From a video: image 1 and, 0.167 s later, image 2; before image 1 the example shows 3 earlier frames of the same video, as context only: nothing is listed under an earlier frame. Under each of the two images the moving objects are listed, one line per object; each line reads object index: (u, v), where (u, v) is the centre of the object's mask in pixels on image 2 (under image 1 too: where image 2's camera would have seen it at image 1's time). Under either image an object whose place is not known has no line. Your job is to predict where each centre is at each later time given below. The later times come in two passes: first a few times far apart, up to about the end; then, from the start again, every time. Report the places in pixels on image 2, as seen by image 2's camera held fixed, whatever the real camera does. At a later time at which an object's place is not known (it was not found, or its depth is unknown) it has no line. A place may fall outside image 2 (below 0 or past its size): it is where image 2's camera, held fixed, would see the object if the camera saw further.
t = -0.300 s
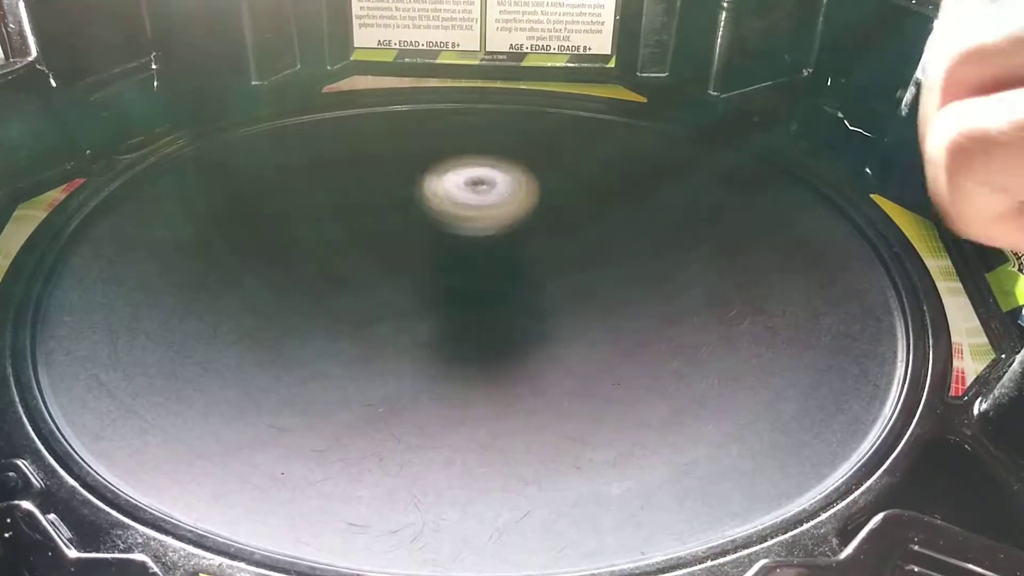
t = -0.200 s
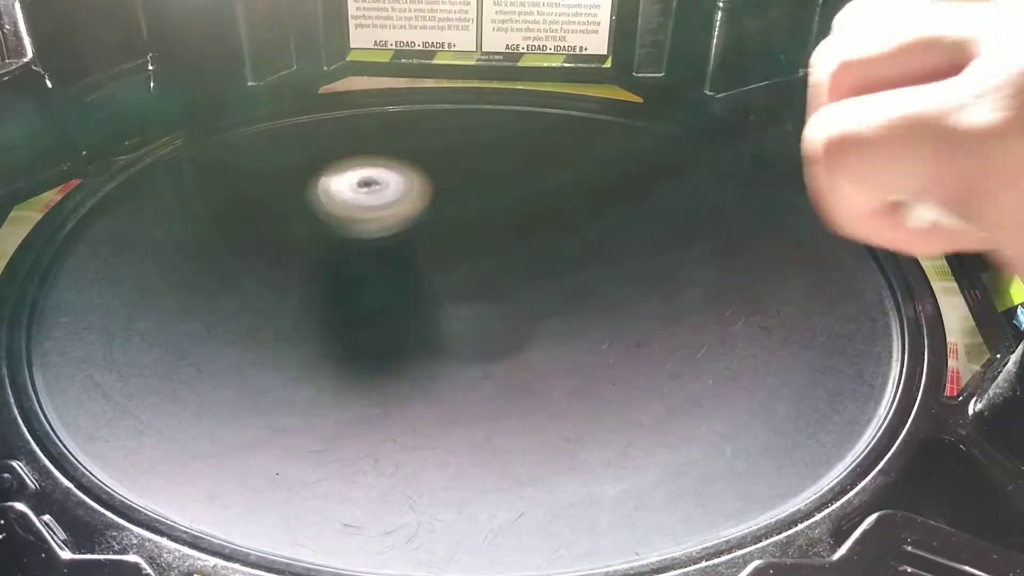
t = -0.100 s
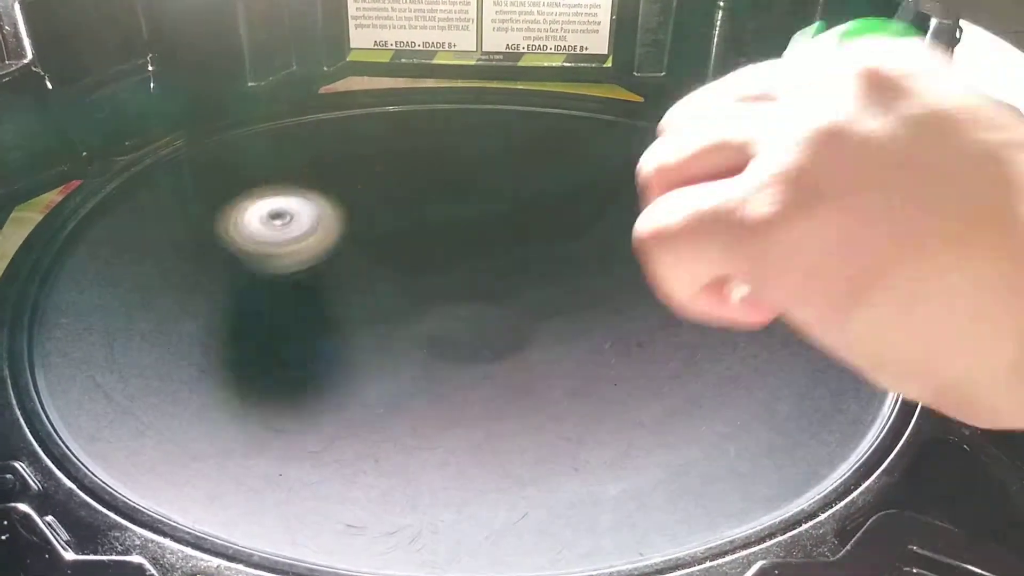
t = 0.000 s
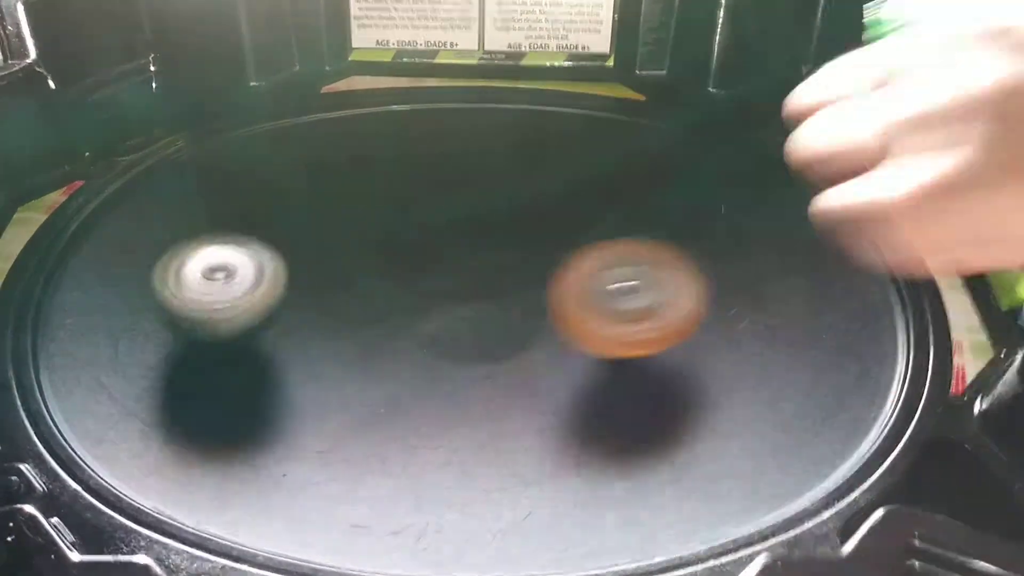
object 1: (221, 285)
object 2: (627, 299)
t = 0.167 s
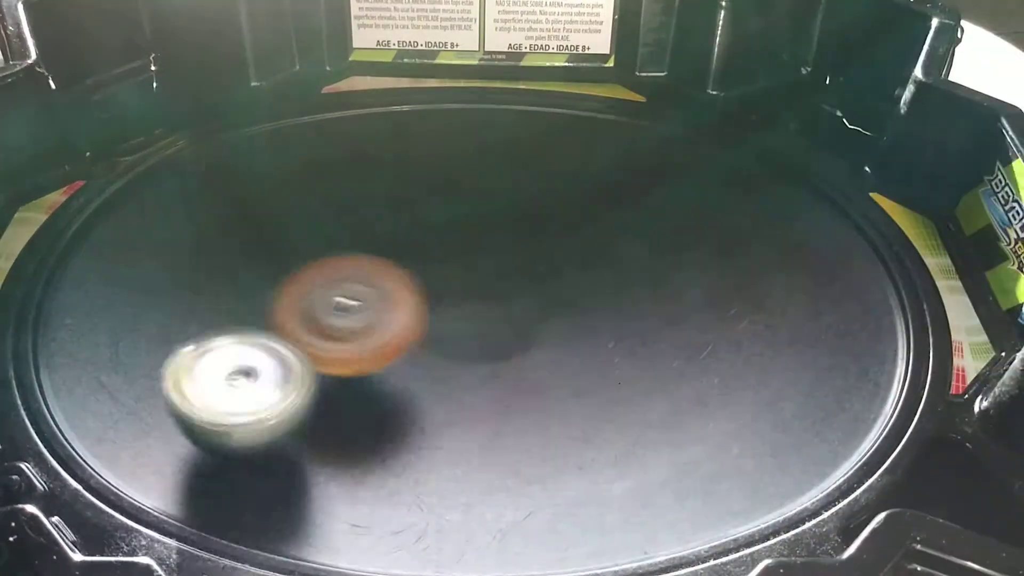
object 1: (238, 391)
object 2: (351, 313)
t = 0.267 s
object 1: (321, 460)
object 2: (270, 232)
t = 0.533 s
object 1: (642, 375)
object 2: (462, 105)
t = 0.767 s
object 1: (555, 323)
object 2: (749, 189)
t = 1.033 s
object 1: (455, 386)
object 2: (589, 480)
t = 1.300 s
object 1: (293, 390)
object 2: (107, 400)
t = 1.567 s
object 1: (334, 417)
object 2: (199, 154)
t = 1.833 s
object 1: (355, 295)
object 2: (621, 161)
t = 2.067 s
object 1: (263, 260)
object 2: (801, 399)
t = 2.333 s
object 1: (248, 280)
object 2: (323, 485)
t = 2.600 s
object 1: (378, 265)
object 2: (190, 245)
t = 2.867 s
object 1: (464, 236)
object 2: (488, 95)
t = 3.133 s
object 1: (531, 232)
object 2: (809, 181)
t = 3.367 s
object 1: (566, 248)
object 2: (738, 409)
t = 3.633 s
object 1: (604, 277)
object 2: (241, 416)
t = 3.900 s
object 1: (627, 305)
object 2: (145, 191)
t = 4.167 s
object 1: (618, 334)
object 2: (407, 108)
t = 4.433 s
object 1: (561, 358)
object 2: (674, 246)
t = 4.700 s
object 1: (492, 365)
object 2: (551, 469)
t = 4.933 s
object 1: (438, 368)
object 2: (213, 456)
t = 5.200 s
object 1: (373, 343)
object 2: (172, 270)
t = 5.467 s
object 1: (330, 317)
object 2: (436, 173)
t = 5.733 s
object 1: (317, 295)
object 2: (712, 234)
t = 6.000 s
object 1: (361, 275)
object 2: (720, 400)
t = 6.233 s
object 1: (402, 252)
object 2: (444, 430)
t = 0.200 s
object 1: (258, 418)
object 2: (312, 291)
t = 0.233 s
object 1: (284, 441)
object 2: (286, 263)
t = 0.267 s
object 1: (321, 460)
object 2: (270, 232)
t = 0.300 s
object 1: (363, 471)
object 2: (265, 205)
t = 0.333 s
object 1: (412, 476)
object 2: (270, 177)
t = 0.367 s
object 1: (462, 473)
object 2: (285, 154)
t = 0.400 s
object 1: (511, 462)
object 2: (307, 134)
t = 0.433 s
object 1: (556, 447)
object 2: (337, 118)
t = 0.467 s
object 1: (592, 427)
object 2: (373, 108)
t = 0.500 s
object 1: (622, 404)
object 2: (416, 104)
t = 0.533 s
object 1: (642, 375)
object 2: (462, 105)
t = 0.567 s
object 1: (650, 348)
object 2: (509, 113)
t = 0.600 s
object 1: (650, 318)
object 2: (561, 129)
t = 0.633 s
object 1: (644, 289)
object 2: (611, 151)
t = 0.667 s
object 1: (628, 273)
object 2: (656, 176)
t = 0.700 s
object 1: (607, 294)
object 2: (693, 173)
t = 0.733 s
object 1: (581, 311)
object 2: (724, 177)
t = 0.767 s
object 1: (555, 323)
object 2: (749, 189)
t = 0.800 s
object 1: (532, 334)
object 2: (768, 212)
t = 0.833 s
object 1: (514, 344)
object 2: (778, 243)
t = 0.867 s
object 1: (501, 354)
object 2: (778, 282)
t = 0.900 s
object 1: (492, 364)
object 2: (763, 323)
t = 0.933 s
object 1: (489, 374)
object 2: (730, 366)
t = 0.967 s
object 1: (490, 386)
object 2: (679, 405)
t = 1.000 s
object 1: (485, 390)
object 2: (623, 442)
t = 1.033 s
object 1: (455, 386)
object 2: (589, 480)
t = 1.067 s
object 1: (427, 382)
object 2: (541, 503)
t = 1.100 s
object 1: (402, 379)
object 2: (480, 504)
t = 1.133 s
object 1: (380, 375)
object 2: (415, 502)
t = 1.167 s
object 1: (361, 371)
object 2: (343, 495)
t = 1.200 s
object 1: (345, 370)
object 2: (279, 480)
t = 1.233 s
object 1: (329, 375)
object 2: (211, 460)
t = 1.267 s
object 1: (309, 383)
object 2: (152, 432)
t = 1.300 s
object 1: (293, 390)
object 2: (107, 400)
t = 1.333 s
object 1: (280, 397)
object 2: (82, 366)
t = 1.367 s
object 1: (273, 405)
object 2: (71, 329)
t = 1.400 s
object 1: (270, 412)
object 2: (70, 294)
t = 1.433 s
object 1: (273, 419)
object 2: (79, 262)
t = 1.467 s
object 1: (281, 423)
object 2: (97, 228)
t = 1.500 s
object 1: (296, 424)
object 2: (121, 198)
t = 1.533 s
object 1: (314, 422)
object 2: (158, 173)
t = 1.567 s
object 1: (334, 417)
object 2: (199, 154)
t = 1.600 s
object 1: (351, 407)
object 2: (244, 138)
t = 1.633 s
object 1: (364, 393)
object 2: (293, 128)
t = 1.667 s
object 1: (373, 378)
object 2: (346, 125)
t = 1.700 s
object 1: (378, 362)
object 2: (403, 124)
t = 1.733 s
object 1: (378, 345)
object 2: (458, 127)
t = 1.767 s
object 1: (374, 326)
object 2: (513, 132)
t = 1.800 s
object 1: (366, 310)
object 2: (567, 144)
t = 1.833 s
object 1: (355, 295)
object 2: (621, 161)
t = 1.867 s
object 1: (343, 281)
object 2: (671, 182)
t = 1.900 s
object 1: (329, 272)
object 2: (716, 208)
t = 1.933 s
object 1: (314, 265)
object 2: (755, 240)
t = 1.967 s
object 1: (300, 259)
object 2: (786, 276)
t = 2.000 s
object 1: (287, 259)
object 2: (805, 315)
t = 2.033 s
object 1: (274, 258)
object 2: (810, 357)
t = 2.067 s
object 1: (263, 260)
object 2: (801, 399)
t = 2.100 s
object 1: (253, 262)
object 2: (778, 441)
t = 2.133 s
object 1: (244, 264)
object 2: (731, 467)
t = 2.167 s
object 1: (238, 267)
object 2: (665, 487)
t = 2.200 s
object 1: (232, 270)
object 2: (597, 498)
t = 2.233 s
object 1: (230, 272)
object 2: (525, 503)
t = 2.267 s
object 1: (232, 276)
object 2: (456, 504)
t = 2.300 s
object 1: (238, 277)
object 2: (384, 499)
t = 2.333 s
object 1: (248, 280)
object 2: (323, 485)
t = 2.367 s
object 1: (263, 283)
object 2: (270, 466)
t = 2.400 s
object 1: (279, 285)
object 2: (225, 439)
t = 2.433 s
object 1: (297, 285)
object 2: (192, 409)
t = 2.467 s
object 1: (315, 283)
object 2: (169, 375)
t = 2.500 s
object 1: (333, 281)
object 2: (159, 342)
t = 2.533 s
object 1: (349, 277)
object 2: (161, 309)
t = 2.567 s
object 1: (363, 272)
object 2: (171, 276)
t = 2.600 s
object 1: (378, 265)
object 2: (190, 245)
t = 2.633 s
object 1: (390, 256)
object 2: (217, 217)
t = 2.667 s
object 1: (401, 244)
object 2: (250, 191)
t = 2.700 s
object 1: (409, 233)
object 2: (288, 171)
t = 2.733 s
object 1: (414, 224)
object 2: (329, 153)
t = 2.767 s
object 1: (427, 227)
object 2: (366, 132)
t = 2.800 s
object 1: (441, 232)
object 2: (401, 113)
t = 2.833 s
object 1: (453, 235)
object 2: (444, 100)
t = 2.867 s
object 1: (464, 236)
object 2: (488, 95)
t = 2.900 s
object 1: (473, 237)
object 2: (534, 92)
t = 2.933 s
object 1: (480, 236)
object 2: (581, 93)
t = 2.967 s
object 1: (489, 234)
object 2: (628, 95)
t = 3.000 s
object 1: (499, 232)
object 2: (672, 105)
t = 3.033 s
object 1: (510, 230)
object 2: (715, 118)
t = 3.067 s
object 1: (518, 230)
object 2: (752, 135)
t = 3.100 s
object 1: (526, 231)
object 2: (783, 156)
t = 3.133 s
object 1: (531, 232)
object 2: (809, 181)
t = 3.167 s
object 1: (537, 233)
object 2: (828, 209)
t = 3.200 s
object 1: (541, 234)
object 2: (839, 242)
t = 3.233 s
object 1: (546, 235)
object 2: (841, 276)
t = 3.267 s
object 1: (551, 238)
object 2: (832, 310)
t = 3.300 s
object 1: (556, 241)
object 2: (812, 346)
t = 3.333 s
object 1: (562, 245)
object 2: (781, 378)
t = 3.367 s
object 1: (566, 248)
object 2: (738, 409)
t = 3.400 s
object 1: (571, 252)
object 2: (685, 433)
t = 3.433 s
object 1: (576, 255)
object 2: (624, 452)
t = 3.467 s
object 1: (583, 259)
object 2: (560, 463)
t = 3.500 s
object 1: (587, 264)
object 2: (488, 466)
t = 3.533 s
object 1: (592, 267)
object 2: (418, 463)
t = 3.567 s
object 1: (596, 271)
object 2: (353, 455)
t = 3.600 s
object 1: (600, 273)
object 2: (294, 438)
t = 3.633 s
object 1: (604, 277)
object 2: (241, 416)
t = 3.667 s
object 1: (608, 280)
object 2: (200, 393)
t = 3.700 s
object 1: (611, 284)
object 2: (163, 362)
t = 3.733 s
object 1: (615, 286)
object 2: (141, 333)
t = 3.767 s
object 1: (618, 291)
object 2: (125, 303)
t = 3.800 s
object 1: (621, 294)
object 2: (121, 274)
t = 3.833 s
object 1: (623, 297)
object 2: (121, 244)
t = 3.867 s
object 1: (625, 302)
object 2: (132, 216)
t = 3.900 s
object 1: (627, 305)
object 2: (145, 191)
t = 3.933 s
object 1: (628, 309)
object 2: (166, 168)
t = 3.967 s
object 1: (628, 312)
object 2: (191, 149)
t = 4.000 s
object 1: (628, 317)
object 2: (220, 134)
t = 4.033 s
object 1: (627, 319)
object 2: (252, 121)
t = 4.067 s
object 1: (626, 324)
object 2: (287, 112)
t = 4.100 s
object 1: (624, 328)
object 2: (326, 108)
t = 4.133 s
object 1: (621, 331)
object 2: (365, 106)
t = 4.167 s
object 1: (618, 334)
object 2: (407, 108)
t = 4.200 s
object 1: (614, 337)
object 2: (446, 114)
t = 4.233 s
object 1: (609, 341)
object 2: (487, 124)
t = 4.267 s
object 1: (603, 343)
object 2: (526, 136)
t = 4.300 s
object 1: (596, 346)
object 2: (563, 151)
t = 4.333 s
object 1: (587, 349)
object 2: (598, 171)
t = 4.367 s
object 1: (578, 352)
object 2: (628, 192)
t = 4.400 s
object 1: (569, 355)
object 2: (655, 218)
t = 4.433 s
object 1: (561, 358)
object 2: (674, 246)
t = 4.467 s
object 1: (552, 360)
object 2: (689, 276)
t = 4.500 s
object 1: (542, 363)
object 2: (696, 307)
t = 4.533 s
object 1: (532, 365)
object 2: (694, 337)
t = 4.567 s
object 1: (523, 367)
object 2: (684, 369)
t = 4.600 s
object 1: (516, 369)
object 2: (663, 398)
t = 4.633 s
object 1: (506, 368)
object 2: (633, 426)
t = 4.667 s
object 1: (498, 367)
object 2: (596, 450)
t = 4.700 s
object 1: (492, 365)
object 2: (551, 469)
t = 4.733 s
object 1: (487, 366)
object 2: (503, 483)
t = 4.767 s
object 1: (482, 370)
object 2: (452, 491)
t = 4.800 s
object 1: (474, 374)
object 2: (400, 494)
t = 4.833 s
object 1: (465, 374)
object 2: (348, 492)
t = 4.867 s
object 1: (456, 373)
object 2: (299, 485)
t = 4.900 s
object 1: (447, 371)
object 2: (253, 473)
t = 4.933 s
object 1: (438, 368)
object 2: (213, 456)
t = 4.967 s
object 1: (429, 366)
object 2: (179, 435)
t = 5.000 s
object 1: (420, 362)
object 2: (155, 412)
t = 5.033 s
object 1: (412, 359)
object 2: (140, 388)
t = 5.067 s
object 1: (404, 356)
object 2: (133, 363)
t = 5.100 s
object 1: (396, 352)
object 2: (133, 340)
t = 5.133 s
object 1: (388, 350)
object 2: (140, 316)
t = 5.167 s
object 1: (381, 347)
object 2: (154, 293)
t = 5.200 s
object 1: (373, 343)
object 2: (172, 270)
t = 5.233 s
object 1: (367, 340)
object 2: (196, 249)
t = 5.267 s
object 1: (361, 337)
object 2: (223, 230)
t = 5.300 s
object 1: (357, 332)
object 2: (255, 214)
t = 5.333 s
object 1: (351, 329)
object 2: (288, 201)
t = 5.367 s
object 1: (344, 326)
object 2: (324, 189)
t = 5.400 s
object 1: (339, 322)
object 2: (360, 181)
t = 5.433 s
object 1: (334, 320)
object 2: (398, 176)
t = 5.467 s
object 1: (330, 317)
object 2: (436, 173)
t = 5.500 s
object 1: (327, 314)
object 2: (475, 172)
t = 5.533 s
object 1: (323, 311)
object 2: (513, 175)
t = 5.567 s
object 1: (320, 308)
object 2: (549, 179)
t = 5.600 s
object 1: (318, 306)
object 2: (586, 184)
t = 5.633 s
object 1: (316, 303)
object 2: (621, 193)
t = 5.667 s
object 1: (316, 301)
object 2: (654, 205)
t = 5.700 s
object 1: (316, 298)
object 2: (685, 218)
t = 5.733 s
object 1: (317, 295)
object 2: (712, 234)
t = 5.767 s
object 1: (319, 293)
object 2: (736, 251)
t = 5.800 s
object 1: (323, 292)
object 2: (754, 271)
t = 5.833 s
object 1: (328, 290)
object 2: (766, 293)
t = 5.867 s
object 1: (333, 288)
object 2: (771, 315)
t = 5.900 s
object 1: (339, 286)
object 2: (769, 338)
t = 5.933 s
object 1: (346, 281)
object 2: (760, 360)
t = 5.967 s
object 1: (353, 279)
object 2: (744, 381)
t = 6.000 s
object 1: (361, 275)
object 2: (720, 400)
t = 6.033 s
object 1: (368, 271)
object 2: (691, 416)
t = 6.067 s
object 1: (375, 268)
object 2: (656, 429)
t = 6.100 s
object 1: (381, 265)
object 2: (617, 438)
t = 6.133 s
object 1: (387, 262)
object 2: (575, 443)
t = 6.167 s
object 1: (392, 257)
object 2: (531, 443)
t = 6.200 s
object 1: (397, 254)
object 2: (486, 438)
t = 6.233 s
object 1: (402, 252)
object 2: (444, 430)
